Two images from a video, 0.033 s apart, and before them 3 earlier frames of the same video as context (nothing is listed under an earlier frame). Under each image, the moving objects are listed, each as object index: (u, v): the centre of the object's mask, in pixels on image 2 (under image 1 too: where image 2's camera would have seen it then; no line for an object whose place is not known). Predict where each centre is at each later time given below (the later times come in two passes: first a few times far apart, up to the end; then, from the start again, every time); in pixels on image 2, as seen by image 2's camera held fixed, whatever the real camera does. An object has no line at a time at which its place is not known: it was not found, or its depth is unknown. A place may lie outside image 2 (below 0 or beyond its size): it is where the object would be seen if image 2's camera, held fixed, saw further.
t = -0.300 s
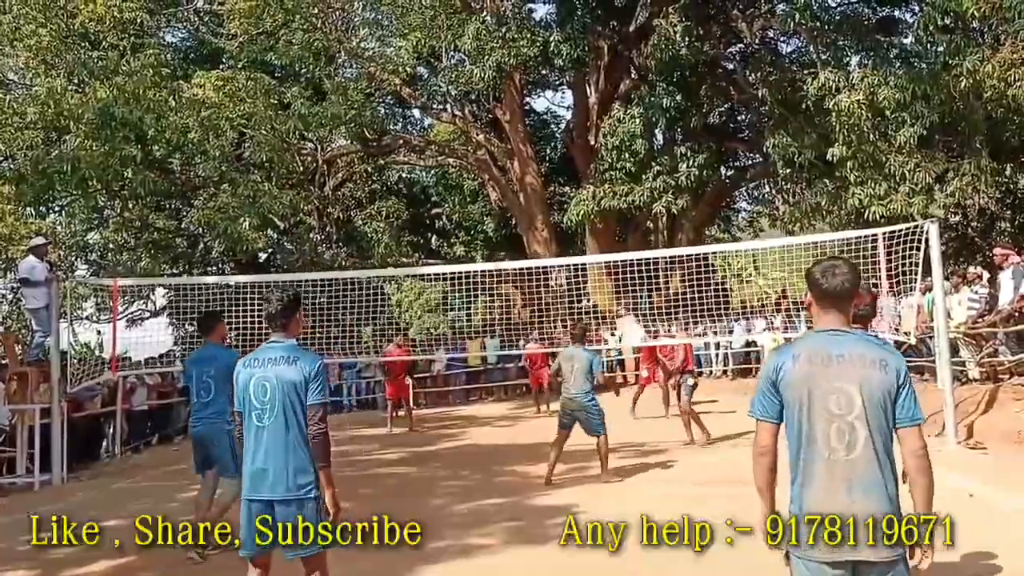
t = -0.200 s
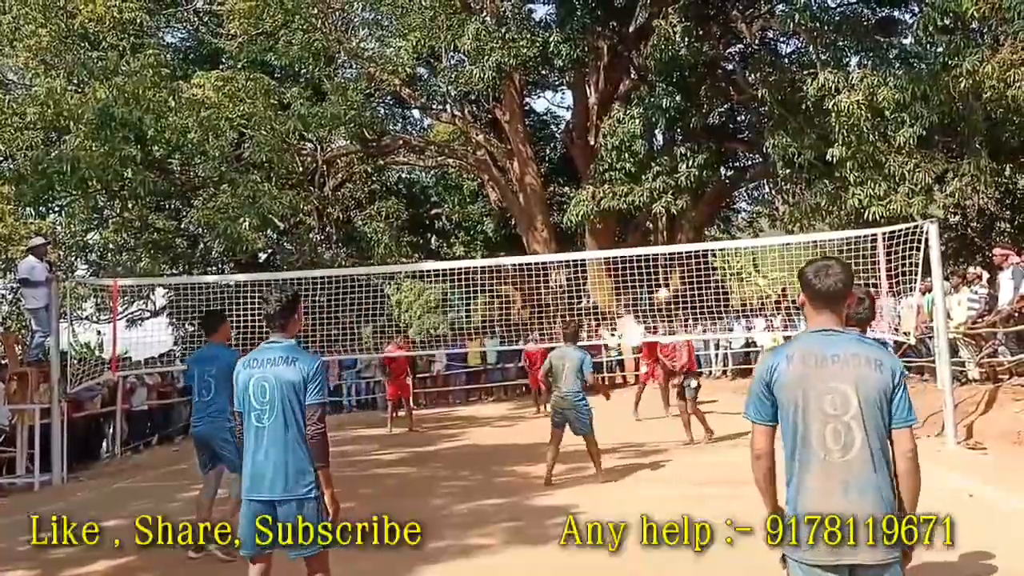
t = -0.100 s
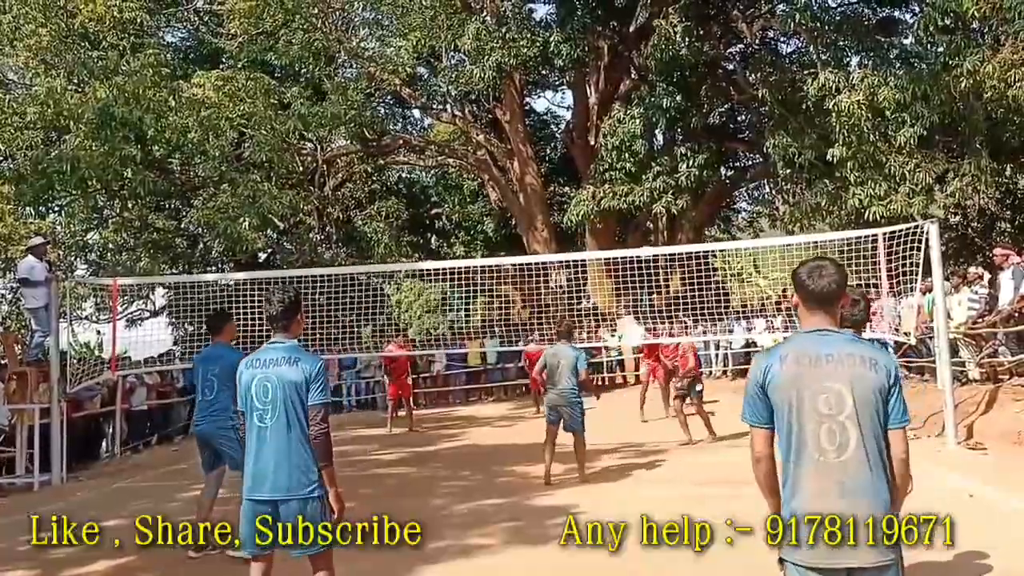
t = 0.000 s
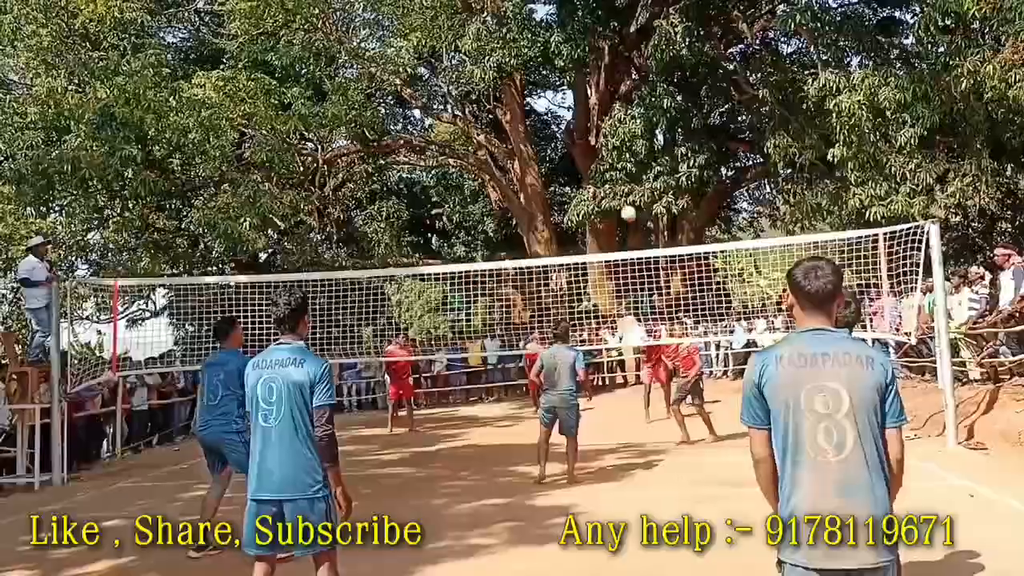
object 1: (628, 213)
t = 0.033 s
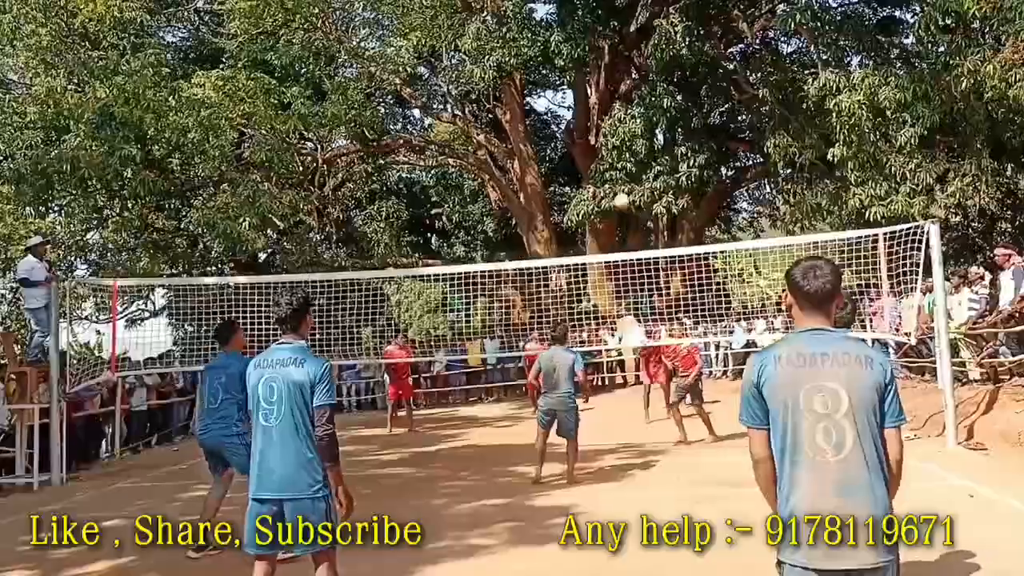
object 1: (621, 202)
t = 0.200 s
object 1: (587, 146)
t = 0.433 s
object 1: (528, 96)
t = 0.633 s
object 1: (468, 84)
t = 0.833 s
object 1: (387, 115)
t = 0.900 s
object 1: (356, 141)
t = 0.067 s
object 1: (615, 189)
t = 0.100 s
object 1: (608, 178)
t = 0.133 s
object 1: (600, 166)
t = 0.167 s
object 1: (594, 157)
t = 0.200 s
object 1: (587, 146)
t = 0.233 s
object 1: (578, 137)
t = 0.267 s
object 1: (571, 130)
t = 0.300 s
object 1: (564, 121)
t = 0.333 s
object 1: (556, 115)
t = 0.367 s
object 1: (546, 107)
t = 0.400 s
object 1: (538, 103)
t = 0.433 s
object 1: (528, 96)
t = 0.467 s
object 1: (519, 92)
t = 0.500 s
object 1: (509, 88)
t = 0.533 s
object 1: (499, 86)
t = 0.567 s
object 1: (490, 84)
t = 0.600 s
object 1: (478, 83)
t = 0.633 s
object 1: (468, 84)
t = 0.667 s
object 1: (456, 85)
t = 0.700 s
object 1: (443, 88)
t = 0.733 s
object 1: (431, 92)
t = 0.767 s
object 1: (417, 98)
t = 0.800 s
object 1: (402, 105)
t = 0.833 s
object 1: (387, 115)
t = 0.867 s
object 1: (371, 127)
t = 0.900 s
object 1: (356, 141)
